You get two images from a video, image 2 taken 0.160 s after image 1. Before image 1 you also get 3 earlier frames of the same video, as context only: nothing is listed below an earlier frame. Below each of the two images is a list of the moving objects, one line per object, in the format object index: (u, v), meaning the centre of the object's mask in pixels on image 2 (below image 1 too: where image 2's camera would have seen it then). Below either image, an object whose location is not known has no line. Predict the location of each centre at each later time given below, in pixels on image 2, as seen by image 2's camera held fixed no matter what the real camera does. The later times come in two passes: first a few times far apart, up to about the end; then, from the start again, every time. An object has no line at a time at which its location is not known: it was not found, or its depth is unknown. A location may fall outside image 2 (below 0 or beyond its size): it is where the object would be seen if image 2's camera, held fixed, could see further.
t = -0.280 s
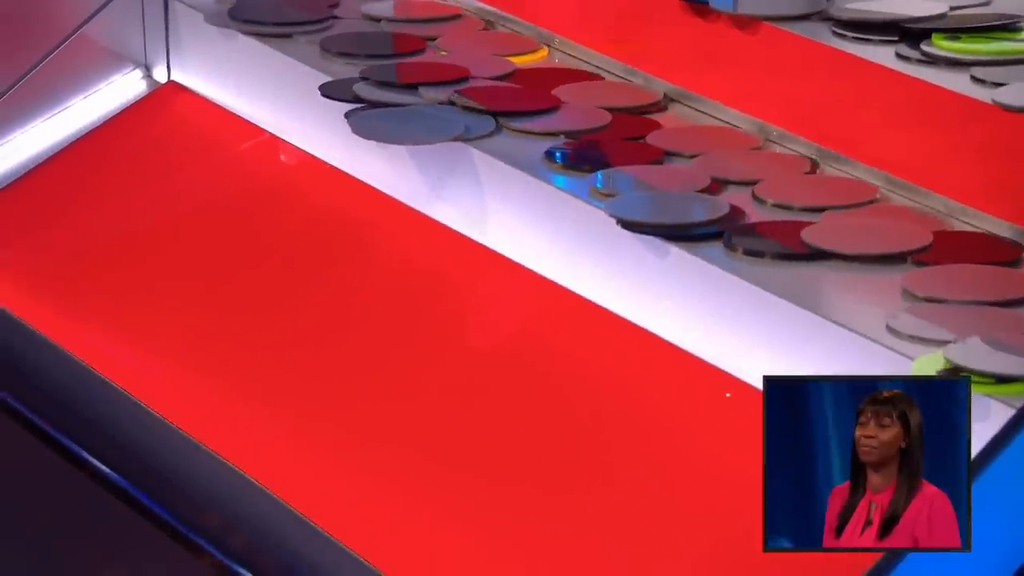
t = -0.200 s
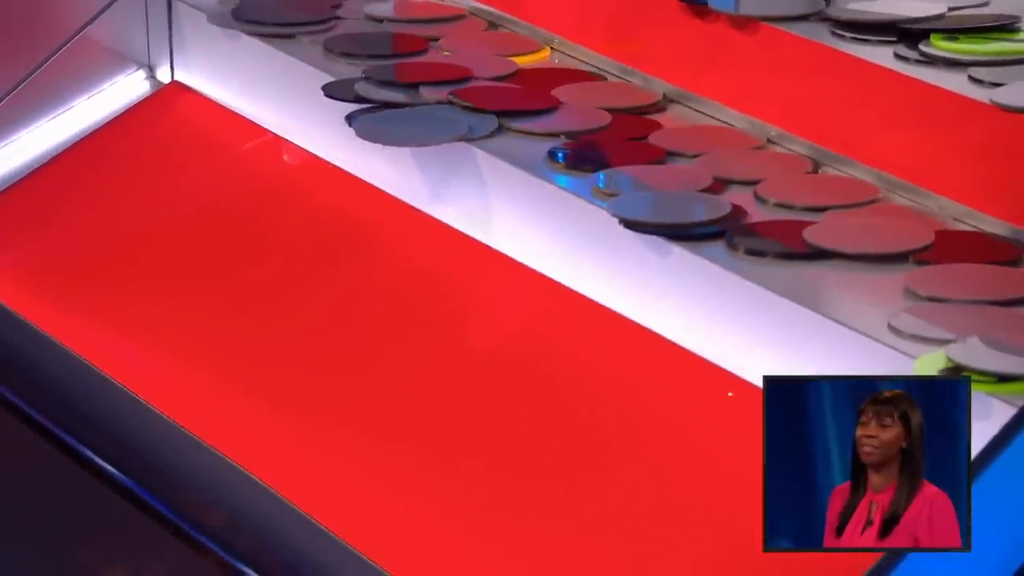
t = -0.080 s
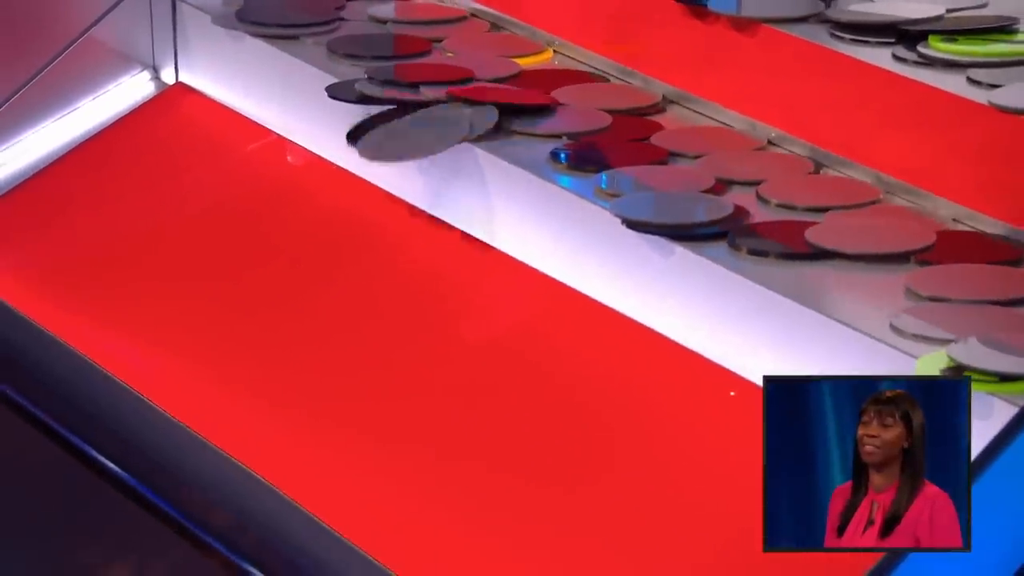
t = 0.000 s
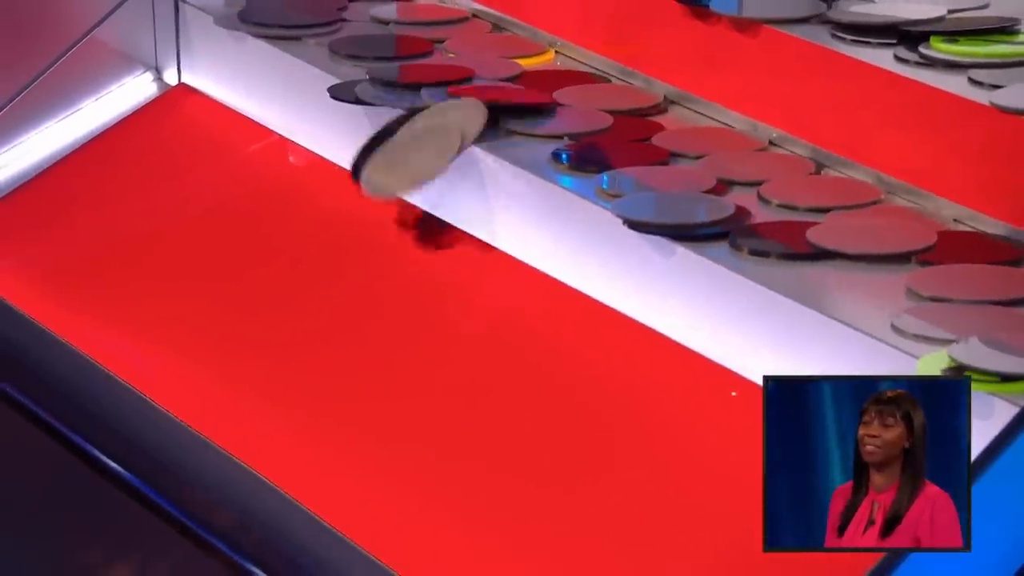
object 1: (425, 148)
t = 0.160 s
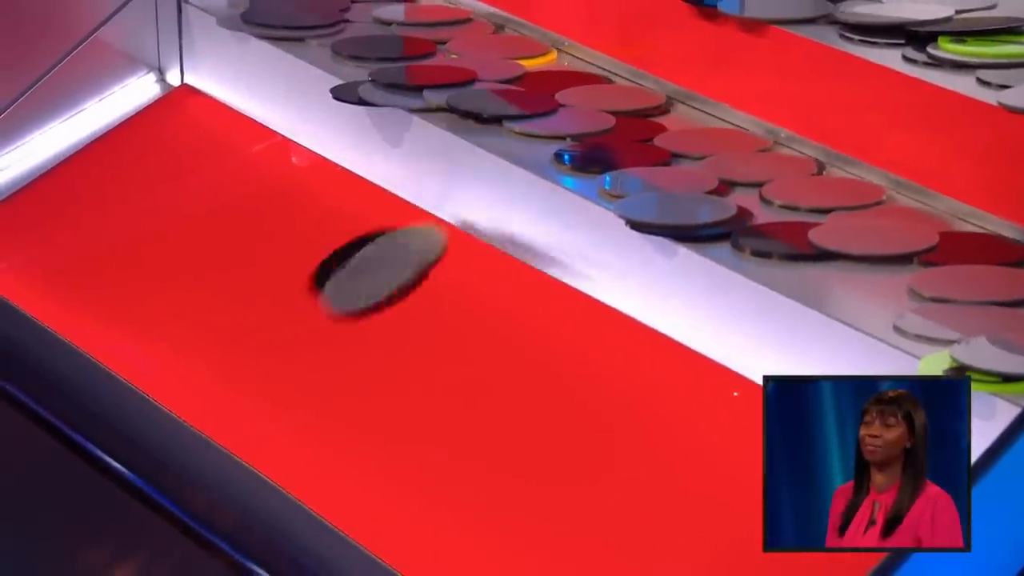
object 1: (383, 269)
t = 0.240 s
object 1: (317, 318)
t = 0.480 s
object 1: (245, 379)
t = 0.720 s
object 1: (221, 401)
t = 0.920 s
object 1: (220, 402)
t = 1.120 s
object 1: (220, 402)
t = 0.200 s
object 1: (351, 292)
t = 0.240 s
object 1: (317, 318)
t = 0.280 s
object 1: (276, 343)
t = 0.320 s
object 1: (233, 374)
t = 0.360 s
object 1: (215, 389)
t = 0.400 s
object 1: (224, 385)
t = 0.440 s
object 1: (235, 382)
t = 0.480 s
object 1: (245, 379)
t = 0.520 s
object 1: (249, 379)
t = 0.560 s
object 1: (247, 381)
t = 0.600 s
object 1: (242, 386)
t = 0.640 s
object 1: (235, 392)
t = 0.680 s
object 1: (227, 398)
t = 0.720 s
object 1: (221, 401)
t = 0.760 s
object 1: (223, 400)
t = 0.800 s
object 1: (222, 400)
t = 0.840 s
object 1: (221, 402)
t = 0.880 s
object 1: (220, 402)
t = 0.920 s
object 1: (220, 402)
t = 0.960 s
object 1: (220, 402)
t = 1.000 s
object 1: (220, 402)
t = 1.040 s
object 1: (220, 402)
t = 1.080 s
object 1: (220, 402)
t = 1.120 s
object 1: (220, 402)
